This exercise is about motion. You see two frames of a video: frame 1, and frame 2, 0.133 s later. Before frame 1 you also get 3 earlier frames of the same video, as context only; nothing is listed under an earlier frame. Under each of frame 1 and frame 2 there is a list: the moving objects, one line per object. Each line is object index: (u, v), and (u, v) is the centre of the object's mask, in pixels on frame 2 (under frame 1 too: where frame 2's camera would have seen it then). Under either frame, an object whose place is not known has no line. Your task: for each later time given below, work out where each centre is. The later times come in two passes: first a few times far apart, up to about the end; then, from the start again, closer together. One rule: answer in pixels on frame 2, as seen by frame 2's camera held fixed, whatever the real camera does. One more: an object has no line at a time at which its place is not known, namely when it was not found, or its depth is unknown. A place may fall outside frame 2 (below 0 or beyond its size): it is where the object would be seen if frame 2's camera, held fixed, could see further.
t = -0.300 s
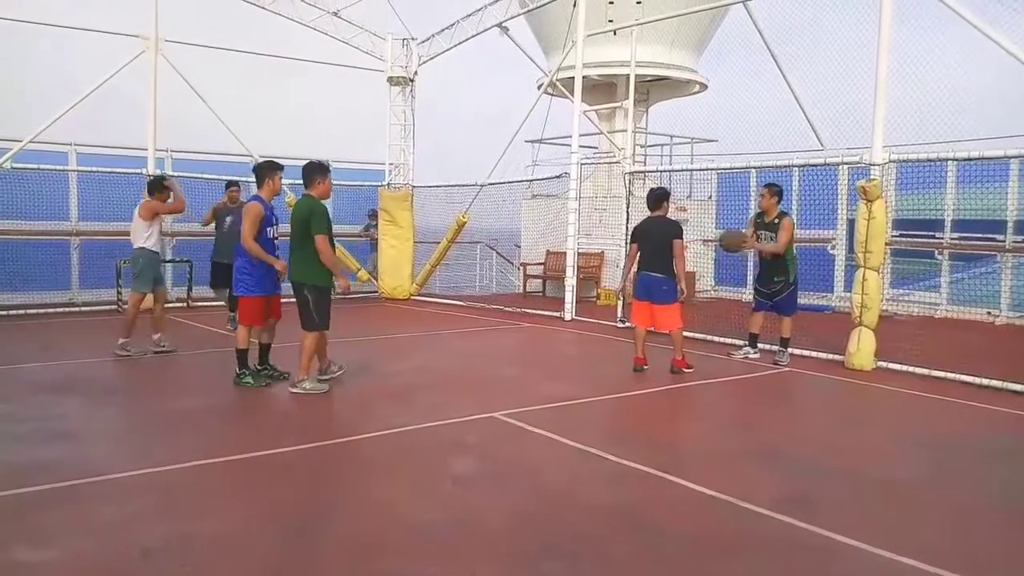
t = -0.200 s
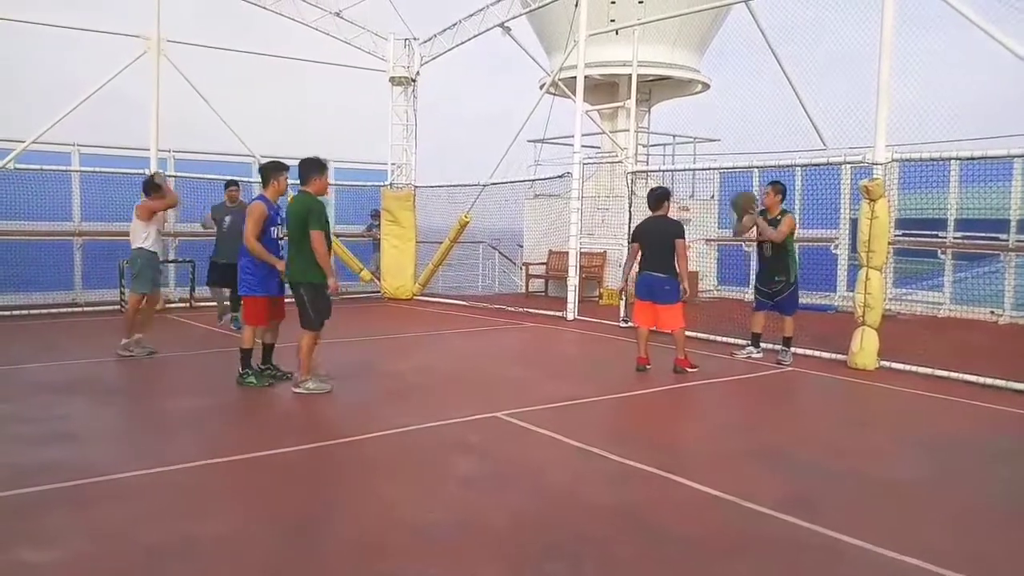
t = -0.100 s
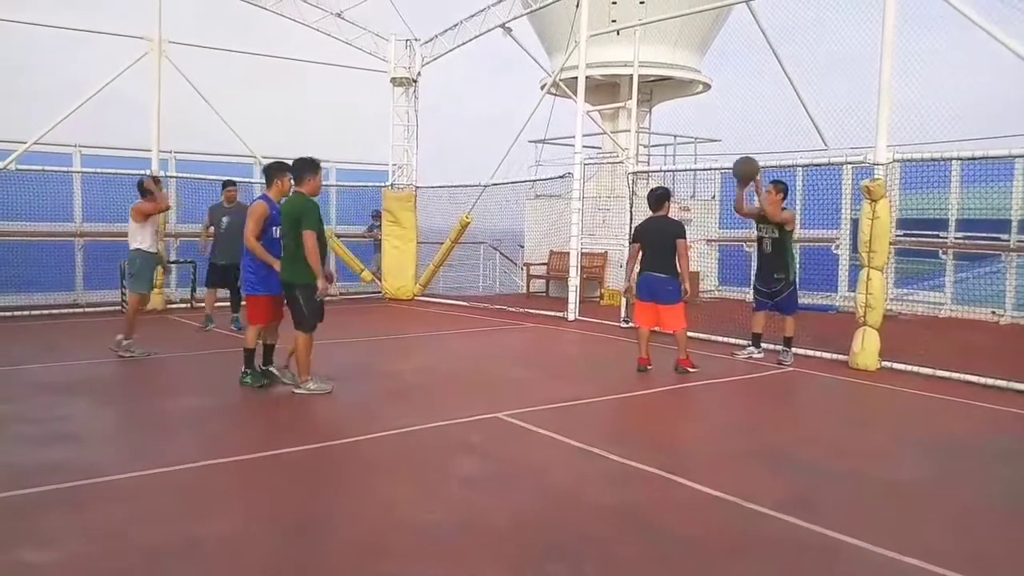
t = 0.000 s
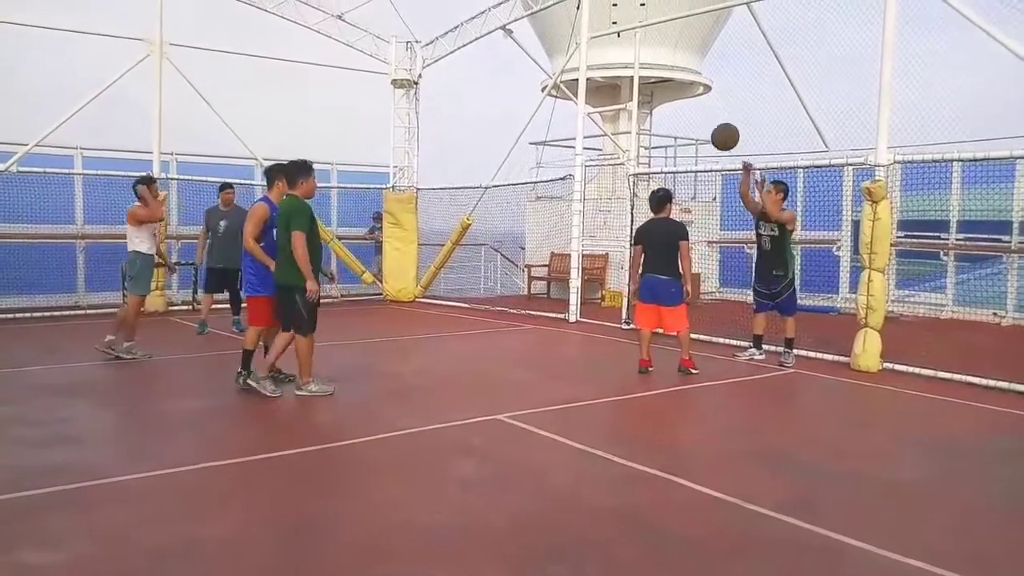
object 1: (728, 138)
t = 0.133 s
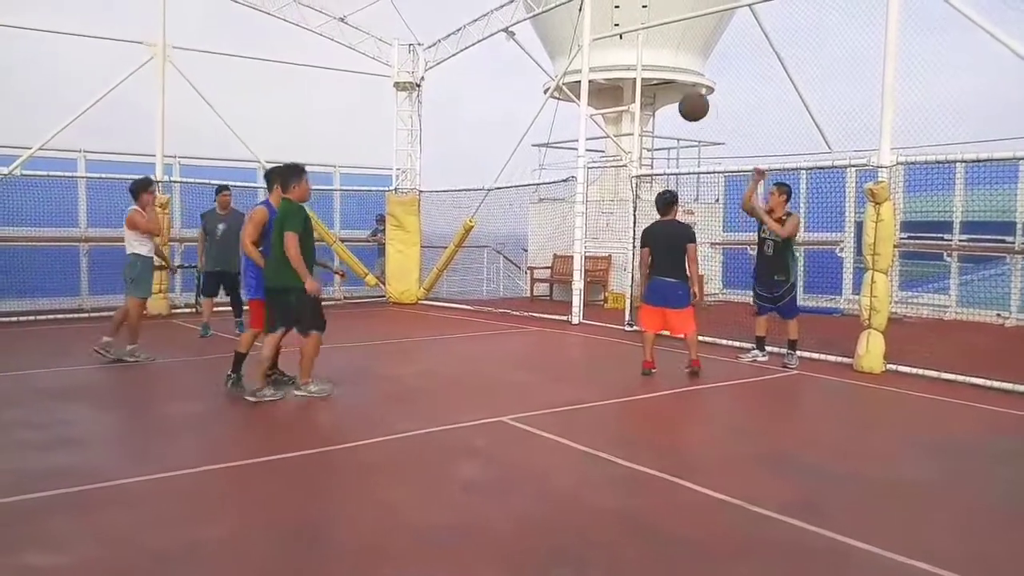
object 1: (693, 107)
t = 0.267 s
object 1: (654, 92)
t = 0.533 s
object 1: (551, 134)
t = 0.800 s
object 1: (408, 317)
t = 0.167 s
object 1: (684, 101)
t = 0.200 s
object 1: (675, 97)
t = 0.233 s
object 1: (664, 95)
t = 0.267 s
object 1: (654, 92)
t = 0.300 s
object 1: (643, 92)
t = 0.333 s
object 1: (632, 93)
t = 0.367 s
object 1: (619, 96)
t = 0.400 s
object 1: (606, 99)
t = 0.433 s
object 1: (594, 104)
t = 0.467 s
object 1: (579, 113)
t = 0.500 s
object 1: (565, 123)
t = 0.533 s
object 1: (551, 134)
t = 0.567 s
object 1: (536, 148)
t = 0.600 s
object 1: (520, 164)
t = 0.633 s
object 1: (503, 183)
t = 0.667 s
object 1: (486, 204)
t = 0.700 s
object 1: (468, 228)
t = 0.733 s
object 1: (449, 254)
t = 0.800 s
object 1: (408, 317)
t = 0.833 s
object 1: (386, 355)
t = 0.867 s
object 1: (362, 396)
